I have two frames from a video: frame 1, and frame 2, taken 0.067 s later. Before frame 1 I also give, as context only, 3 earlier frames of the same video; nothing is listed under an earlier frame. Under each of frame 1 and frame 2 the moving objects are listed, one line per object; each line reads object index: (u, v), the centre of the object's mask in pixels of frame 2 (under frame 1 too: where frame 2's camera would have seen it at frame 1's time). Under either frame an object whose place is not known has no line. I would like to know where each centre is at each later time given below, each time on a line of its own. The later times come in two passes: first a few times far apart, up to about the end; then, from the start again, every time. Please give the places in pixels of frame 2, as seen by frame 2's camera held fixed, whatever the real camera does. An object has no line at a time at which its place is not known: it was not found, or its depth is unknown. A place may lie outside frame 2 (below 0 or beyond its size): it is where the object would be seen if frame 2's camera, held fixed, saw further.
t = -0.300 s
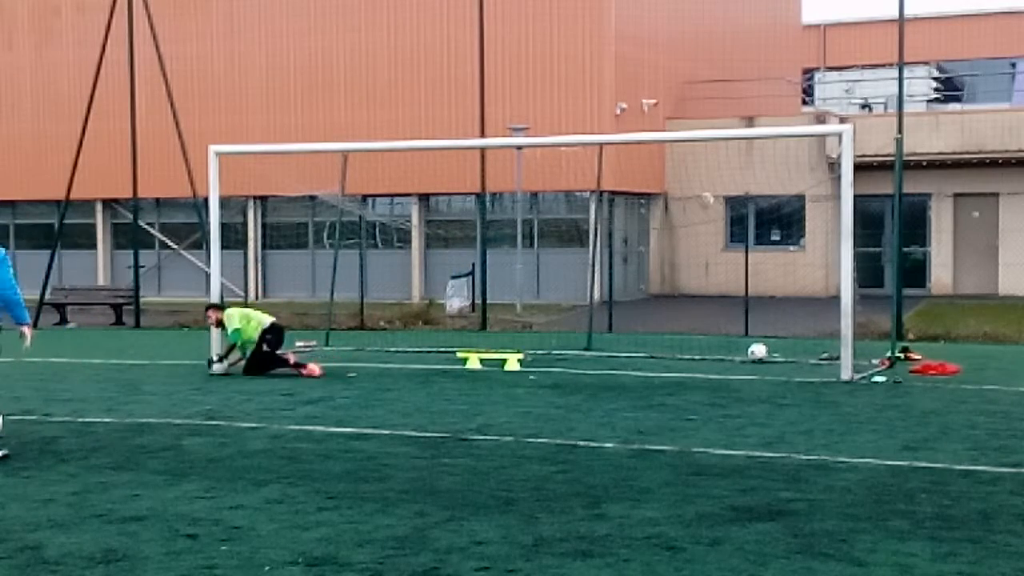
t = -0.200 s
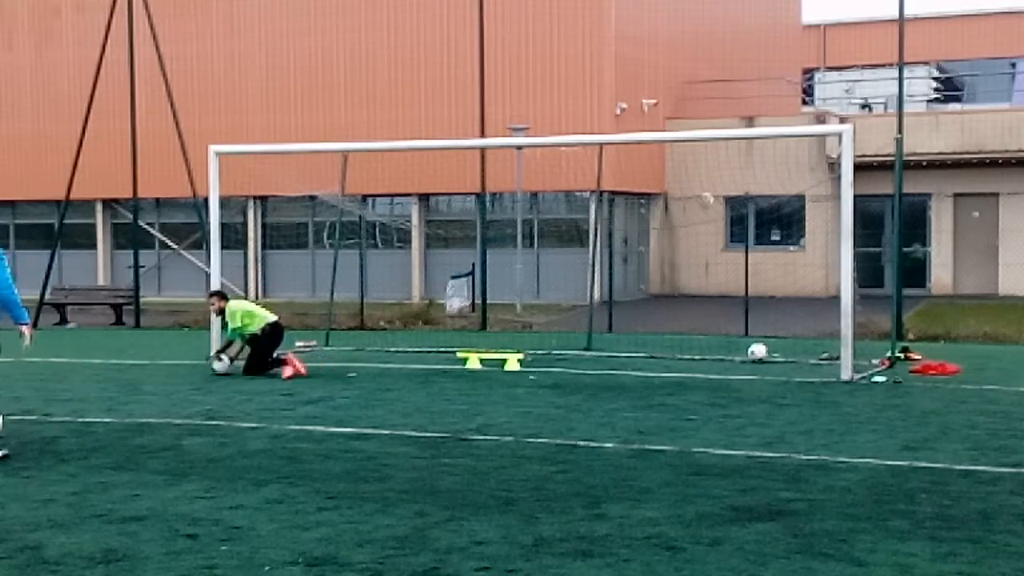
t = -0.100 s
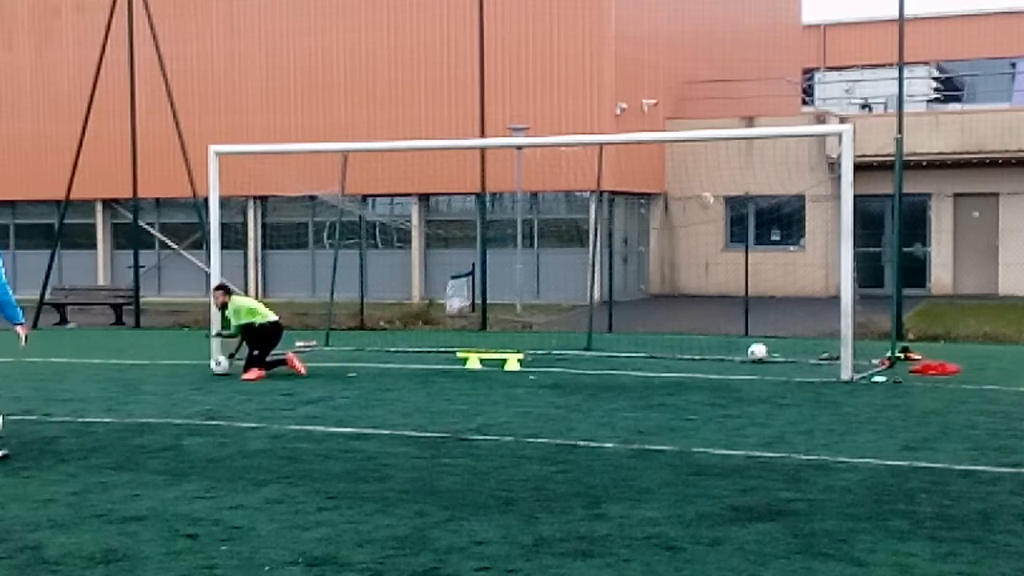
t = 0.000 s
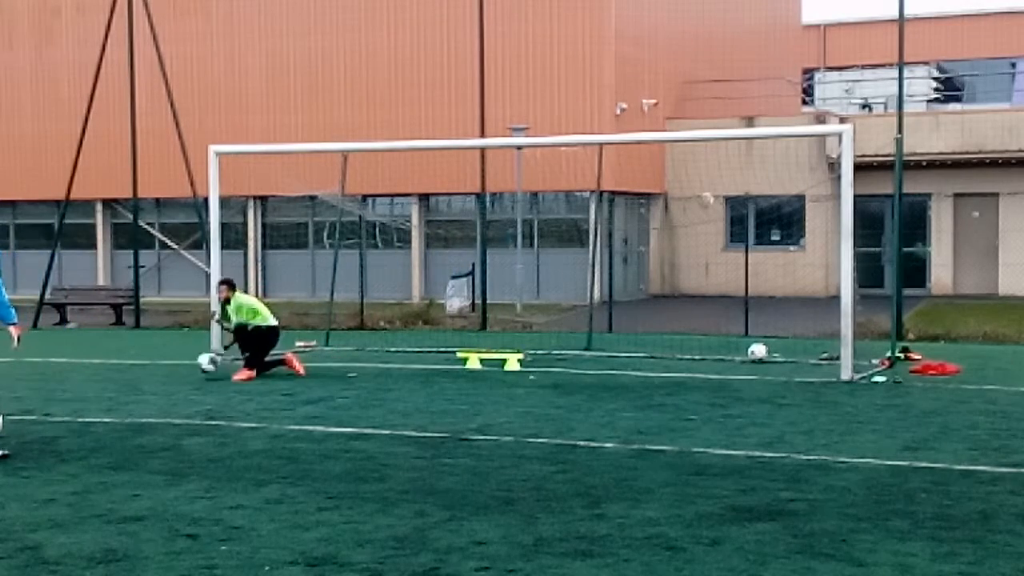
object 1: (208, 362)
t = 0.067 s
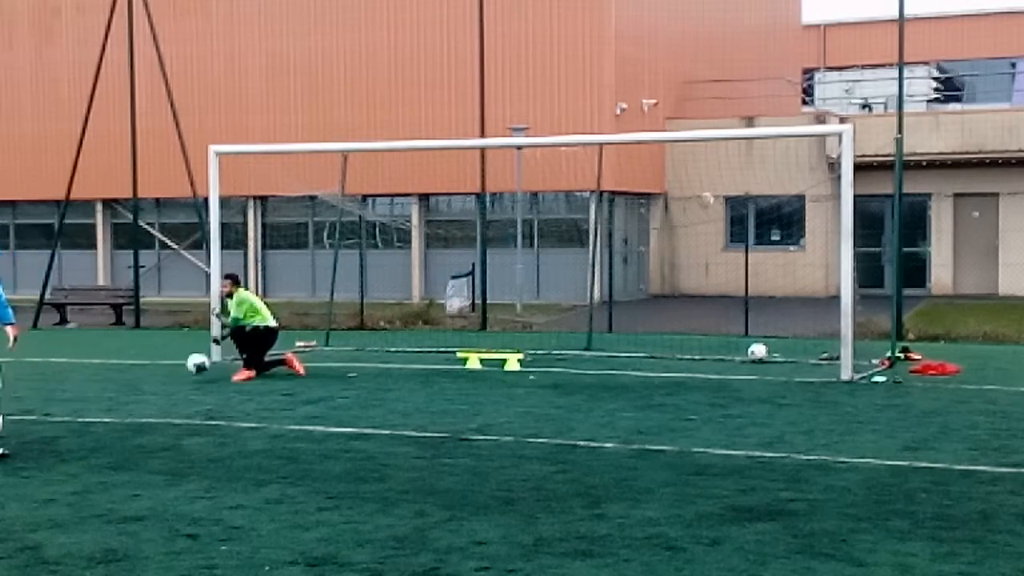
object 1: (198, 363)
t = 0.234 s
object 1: (172, 377)
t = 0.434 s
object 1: (141, 385)
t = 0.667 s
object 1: (106, 396)
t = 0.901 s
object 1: (67, 404)
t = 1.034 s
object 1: (42, 410)
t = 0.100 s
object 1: (192, 365)
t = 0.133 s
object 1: (187, 368)
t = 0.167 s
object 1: (182, 372)
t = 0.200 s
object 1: (177, 377)
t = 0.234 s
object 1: (172, 377)
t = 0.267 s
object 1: (167, 377)
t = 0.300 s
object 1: (161, 376)
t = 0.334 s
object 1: (156, 379)
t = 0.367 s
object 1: (150, 382)
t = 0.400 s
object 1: (145, 386)
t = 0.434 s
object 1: (141, 385)
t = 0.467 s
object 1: (136, 383)
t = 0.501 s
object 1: (130, 383)
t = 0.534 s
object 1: (126, 384)
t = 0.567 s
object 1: (121, 386)
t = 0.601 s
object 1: (117, 390)
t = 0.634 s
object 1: (112, 396)
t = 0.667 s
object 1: (106, 396)
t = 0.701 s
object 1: (101, 395)
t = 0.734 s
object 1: (95, 396)
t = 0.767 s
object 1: (90, 399)
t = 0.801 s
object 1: (84, 403)
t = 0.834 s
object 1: (79, 403)
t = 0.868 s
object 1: (72, 402)
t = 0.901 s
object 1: (67, 404)
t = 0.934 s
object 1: (60, 407)
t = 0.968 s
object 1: (54, 410)
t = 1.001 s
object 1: (49, 410)
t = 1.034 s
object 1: (42, 410)
